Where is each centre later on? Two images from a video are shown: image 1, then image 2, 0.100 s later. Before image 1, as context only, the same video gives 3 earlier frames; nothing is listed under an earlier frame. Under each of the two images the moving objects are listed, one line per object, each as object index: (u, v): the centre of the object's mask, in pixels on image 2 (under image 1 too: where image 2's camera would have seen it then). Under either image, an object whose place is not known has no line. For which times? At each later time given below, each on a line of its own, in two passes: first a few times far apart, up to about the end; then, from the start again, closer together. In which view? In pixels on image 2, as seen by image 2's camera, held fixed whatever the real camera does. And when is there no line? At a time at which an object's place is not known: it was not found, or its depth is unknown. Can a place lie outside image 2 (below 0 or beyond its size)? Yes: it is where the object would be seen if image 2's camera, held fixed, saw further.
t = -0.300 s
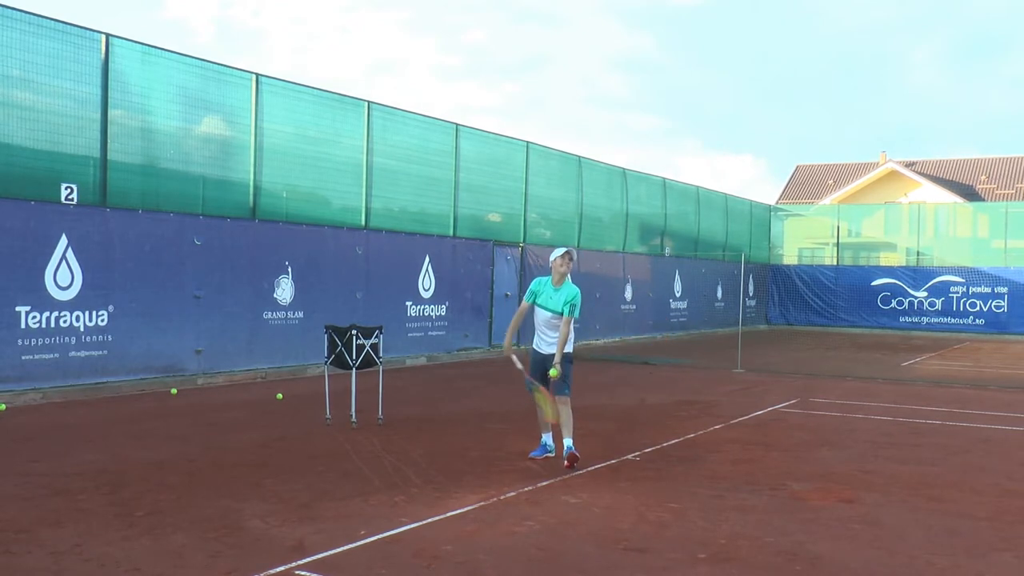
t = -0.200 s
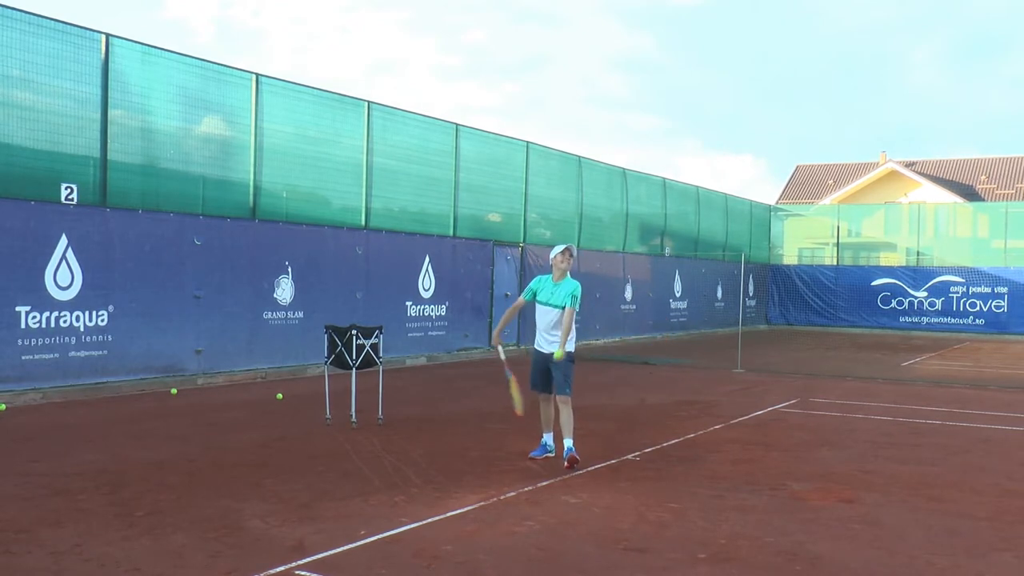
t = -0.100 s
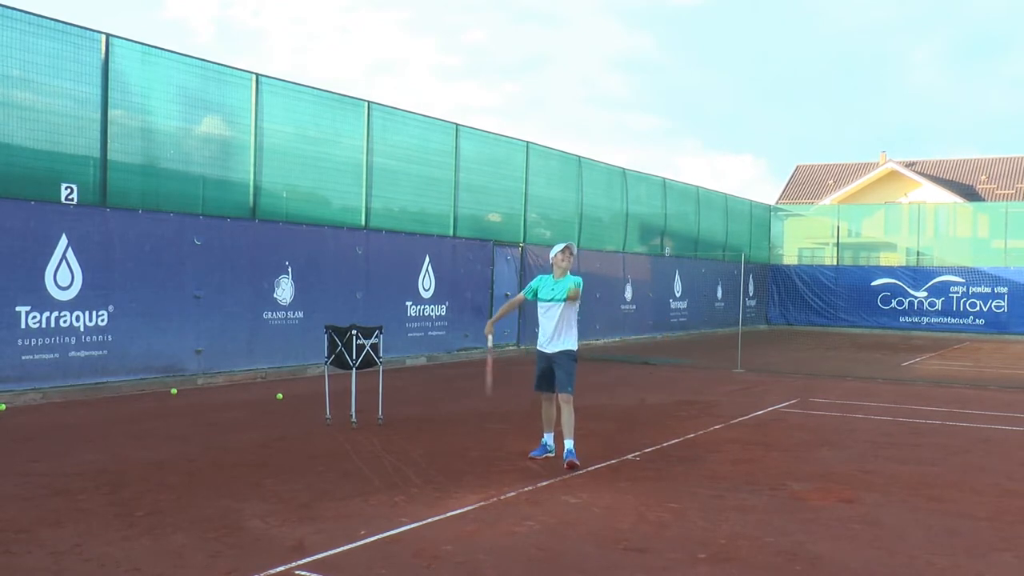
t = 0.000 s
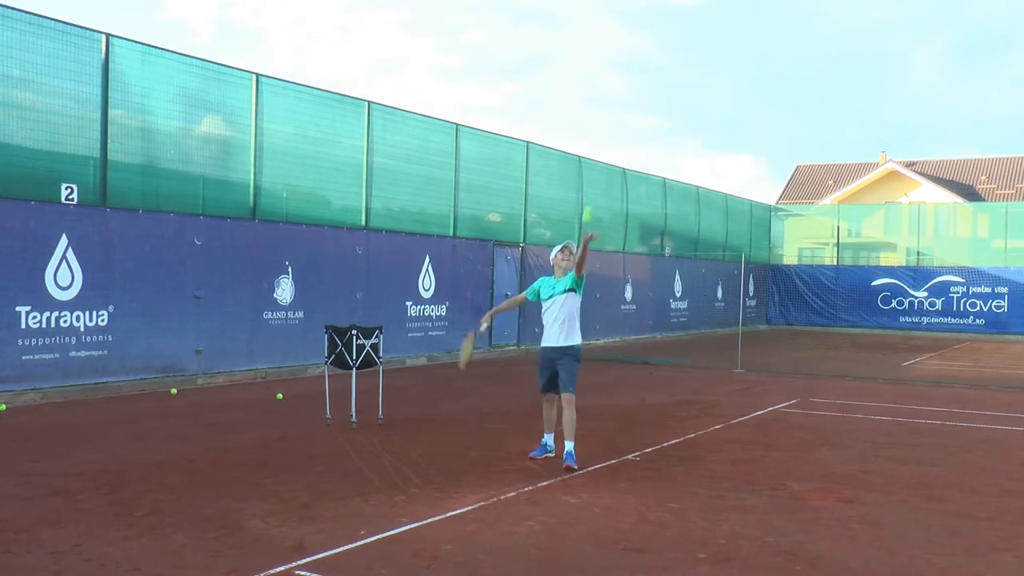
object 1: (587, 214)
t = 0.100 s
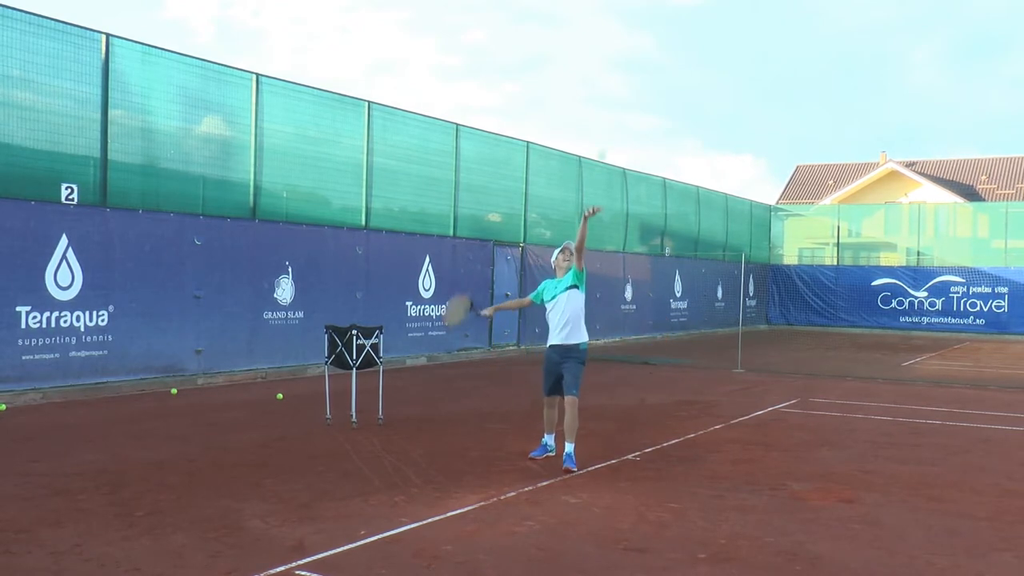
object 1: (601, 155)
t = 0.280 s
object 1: (627, 81)
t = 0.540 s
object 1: (660, 55)
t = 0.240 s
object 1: (621, 94)
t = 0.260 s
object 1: (624, 88)
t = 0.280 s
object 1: (627, 81)
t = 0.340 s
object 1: (635, 67)
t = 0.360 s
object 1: (637, 64)
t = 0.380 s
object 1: (640, 61)
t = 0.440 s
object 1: (648, 55)
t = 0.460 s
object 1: (650, 53)
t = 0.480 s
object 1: (652, 53)
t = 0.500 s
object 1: (655, 53)
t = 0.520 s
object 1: (658, 53)
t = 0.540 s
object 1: (660, 55)
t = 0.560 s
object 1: (663, 56)
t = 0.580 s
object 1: (666, 58)
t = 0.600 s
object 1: (669, 61)
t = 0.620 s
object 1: (671, 65)
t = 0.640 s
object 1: (674, 69)
